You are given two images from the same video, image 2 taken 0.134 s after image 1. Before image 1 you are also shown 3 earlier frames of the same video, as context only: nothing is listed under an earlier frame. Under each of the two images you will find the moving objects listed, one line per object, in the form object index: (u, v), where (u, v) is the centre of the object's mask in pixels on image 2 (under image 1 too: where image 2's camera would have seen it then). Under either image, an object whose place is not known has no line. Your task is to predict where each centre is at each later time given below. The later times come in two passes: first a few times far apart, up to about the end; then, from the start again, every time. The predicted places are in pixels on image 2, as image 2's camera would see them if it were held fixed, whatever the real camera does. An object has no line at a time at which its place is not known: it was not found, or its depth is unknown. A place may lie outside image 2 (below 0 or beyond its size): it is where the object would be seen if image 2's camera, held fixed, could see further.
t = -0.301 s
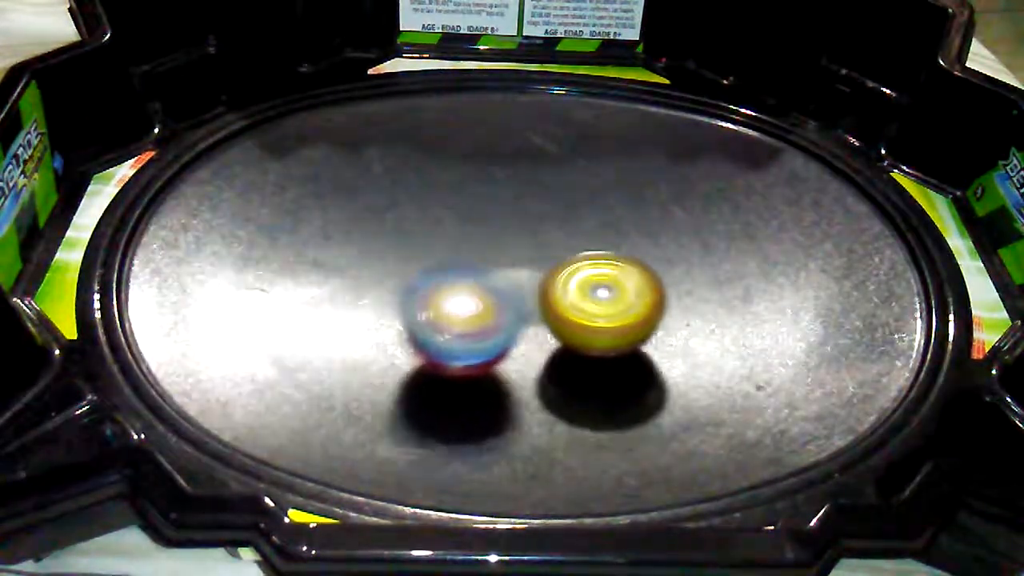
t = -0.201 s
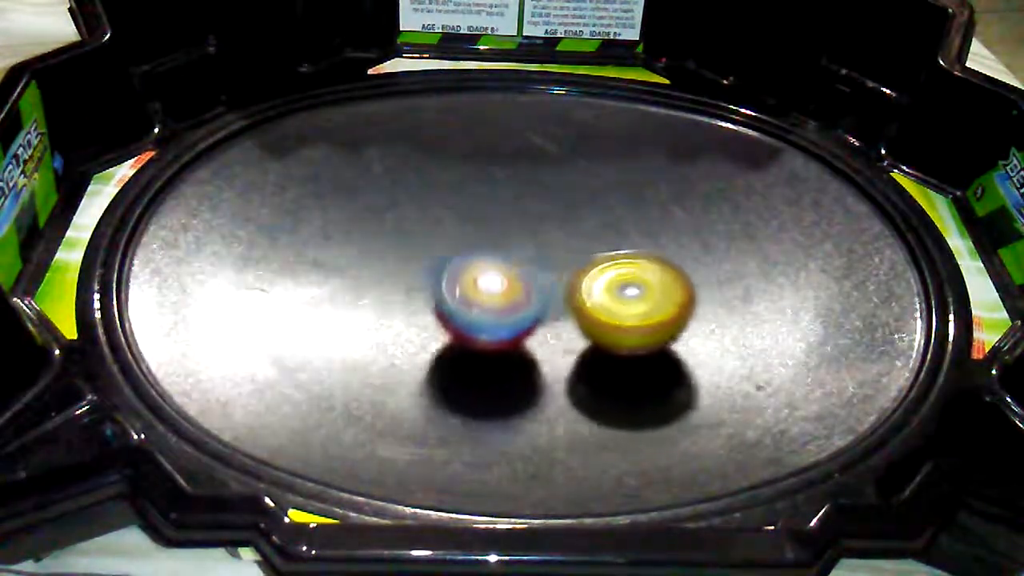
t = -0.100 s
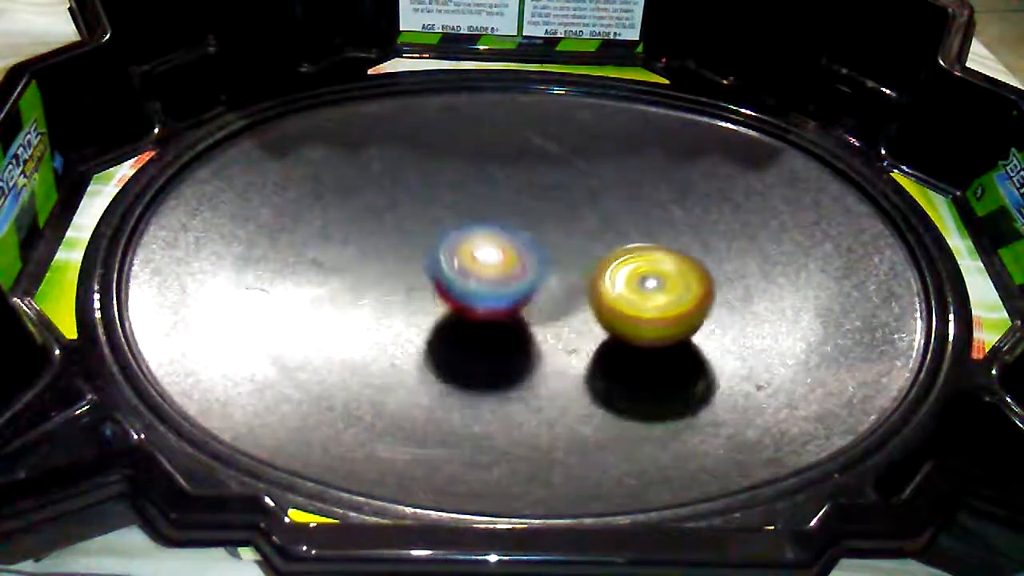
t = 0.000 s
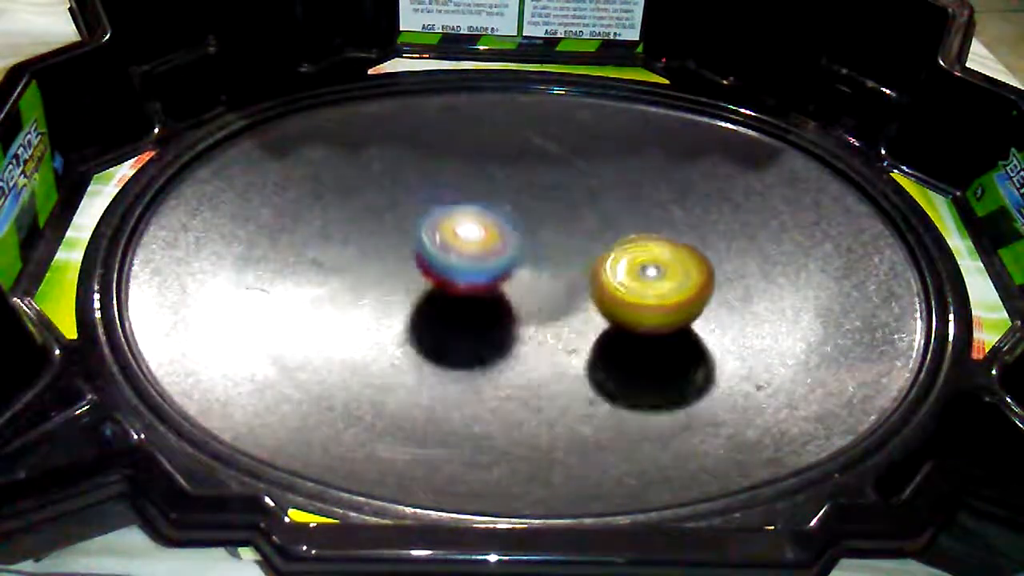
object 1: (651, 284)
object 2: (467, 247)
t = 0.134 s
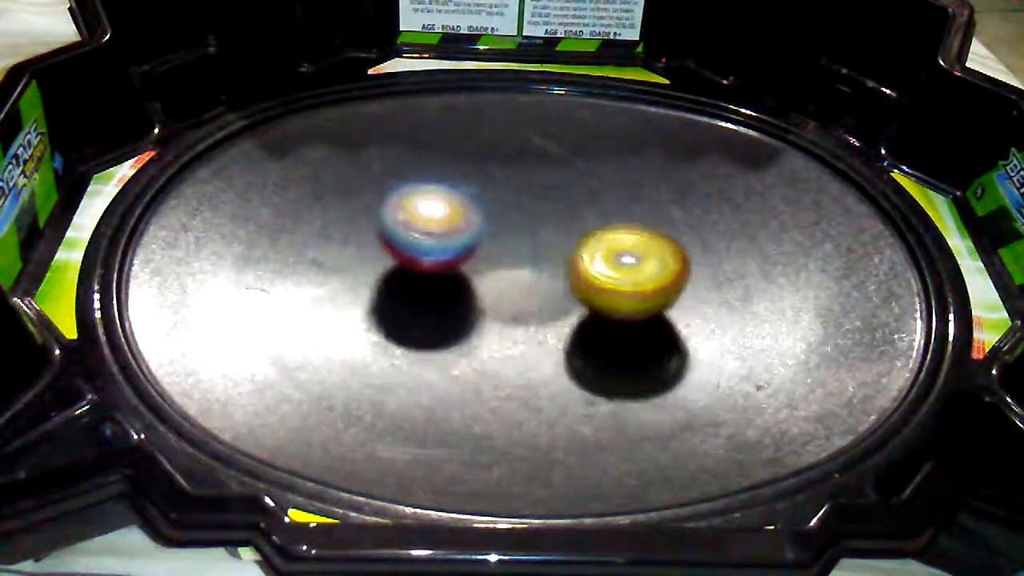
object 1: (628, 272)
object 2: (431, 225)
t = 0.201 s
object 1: (608, 267)
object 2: (408, 218)
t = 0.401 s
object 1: (540, 270)
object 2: (361, 229)
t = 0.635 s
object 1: (555, 304)
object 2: (335, 252)
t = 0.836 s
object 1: (598, 301)
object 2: (384, 266)
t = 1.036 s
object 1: (597, 284)
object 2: (436, 263)
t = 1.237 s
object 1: (604, 273)
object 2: (438, 239)
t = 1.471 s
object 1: (563, 268)
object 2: (430, 237)
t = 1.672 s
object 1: (560, 303)
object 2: (383, 216)
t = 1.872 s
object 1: (563, 309)
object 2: (372, 215)
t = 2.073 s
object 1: (556, 304)
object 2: (409, 231)
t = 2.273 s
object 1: (547, 303)
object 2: (456, 219)
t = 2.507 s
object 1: (518, 293)
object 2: (474, 204)
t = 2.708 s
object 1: (500, 307)
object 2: (481, 185)
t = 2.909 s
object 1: (485, 304)
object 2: (490, 205)
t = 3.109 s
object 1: (467, 306)
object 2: (542, 215)
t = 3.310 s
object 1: (461, 292)
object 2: (574, 234)
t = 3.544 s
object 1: (454, 266)
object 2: (587, 271)
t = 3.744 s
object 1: (441, 247)
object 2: (575, 284)
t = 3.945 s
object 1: (430, 239)
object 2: (548, 289)
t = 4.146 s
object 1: (430, 241)
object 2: (530, 305)
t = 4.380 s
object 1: (448, 244)
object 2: (526, 323)
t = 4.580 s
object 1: (477, 244)
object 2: (521, 328)
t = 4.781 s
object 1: (515, 235)
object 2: (510, 324)
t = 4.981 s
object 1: (548, 228)
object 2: (478, 310)
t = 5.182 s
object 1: (557, 231)
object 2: (454, 298)
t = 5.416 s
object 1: (571, 258)
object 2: (443, 272)
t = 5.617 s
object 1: (589, 283)
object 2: (449, 249)
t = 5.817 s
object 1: (595, 293)
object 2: (464, 236)
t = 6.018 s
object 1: (580, 298)
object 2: (481, 231)
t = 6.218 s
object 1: (552, 301)
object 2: (494, 222)
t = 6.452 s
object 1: (516, 312)
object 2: (499, 205)
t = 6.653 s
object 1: (482, 303)
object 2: (510, 215)
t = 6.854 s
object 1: (444, 294)
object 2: (539, 227)
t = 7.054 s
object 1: (421, 274)
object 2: (560, 251)
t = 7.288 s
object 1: (417, 251)
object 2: (576, 283)
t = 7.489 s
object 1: (430, 238)
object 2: (567, 298)
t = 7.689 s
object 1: (455, 234)
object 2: (541, 305)
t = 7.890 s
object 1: (486, 227)
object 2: (536, 330)
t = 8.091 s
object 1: (526, 235)
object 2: (523, 326)
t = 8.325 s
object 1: (578, 254)
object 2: (433, 319)
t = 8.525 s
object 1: (603, 273)
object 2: (378, 304)
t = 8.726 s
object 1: (608, 289)
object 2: (368, 286)
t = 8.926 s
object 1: (580, 300)
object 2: (412, 254)
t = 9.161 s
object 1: (527, 299)
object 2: (445, 214)
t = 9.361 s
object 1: (485, 292)
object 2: (469, 197)
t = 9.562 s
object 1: (453, 275)
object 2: (467, 176)
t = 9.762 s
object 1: (408, 312)
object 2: (507, 154)
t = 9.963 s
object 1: (412, 326)
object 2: (532, 161)
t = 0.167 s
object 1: (618, 269)
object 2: (419, 221)
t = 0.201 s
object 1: (608, 267)
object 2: (408, 218)
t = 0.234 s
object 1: (598, 265)
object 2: (396, 216)
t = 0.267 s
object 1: (587, 264)
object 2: (385, 217)
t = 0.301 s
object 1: (575, 264)
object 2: (375, 219)
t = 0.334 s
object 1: (563, 266)
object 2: (367, 220)
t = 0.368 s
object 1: (552, 268)
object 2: (364, 224)
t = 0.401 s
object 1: (540, 270)
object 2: (361, 229)
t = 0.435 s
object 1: (529, 273)
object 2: (361, 235)
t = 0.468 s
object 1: (517, 276)
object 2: (361, 242)
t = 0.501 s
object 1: (505, 278)
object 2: (366, 253)
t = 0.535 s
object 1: (506, 283)
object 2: (365, 257)
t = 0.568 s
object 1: (524, 292)
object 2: (348, 253)
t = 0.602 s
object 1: (541, 299)
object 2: (339, 252)
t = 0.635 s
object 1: (555, 304)
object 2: (335, 252)
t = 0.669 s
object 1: (565, 306)
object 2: (336, 252)
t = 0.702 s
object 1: (574, 307)
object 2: (343, 257)
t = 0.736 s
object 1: (582, 307)
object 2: (351, 256)
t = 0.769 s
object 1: (588, 306)
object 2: (361, 261)
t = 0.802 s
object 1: (594, 304)
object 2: (373, 264)
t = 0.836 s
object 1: (598, 301)
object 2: (384, 266)
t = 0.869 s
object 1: (601, 299)
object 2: (395, 268)
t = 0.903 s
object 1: (602, 296)
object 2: (404, 269)
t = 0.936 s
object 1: (602, 293)
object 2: (413, 268)
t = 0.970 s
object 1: (601, 290)
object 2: (421, 267)
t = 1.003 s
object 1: (600, 287)
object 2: (428, 265)
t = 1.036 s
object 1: (597, 284)
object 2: (436, 263)
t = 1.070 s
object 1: (595, 282)
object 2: (445, 261)
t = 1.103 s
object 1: (591, 279)
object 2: (454, 259)
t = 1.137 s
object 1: (590, 277)
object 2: (459, 257)
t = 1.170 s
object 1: (598, 276)
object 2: (452, 250)
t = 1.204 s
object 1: (603, 275)
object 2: (444, 244)
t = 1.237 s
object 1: (604, 273)
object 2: (438, 239)
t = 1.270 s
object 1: (603, 270)
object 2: (432, 234)
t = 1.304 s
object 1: (600, 268)
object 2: (430, 232)
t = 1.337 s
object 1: (595, 266)
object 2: (428, 229)
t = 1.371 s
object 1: (587, 265)
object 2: (428, 229)
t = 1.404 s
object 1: (580, 264)
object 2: (429, 231)
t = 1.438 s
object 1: (572, 265)
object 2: (430, 234)
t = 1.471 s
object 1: (563, 268)
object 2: (430, 237)
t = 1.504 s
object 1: (554, 271)
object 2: (429, 239)
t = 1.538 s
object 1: (550, 277)
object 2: (427, 239)
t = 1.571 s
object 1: (554, 288)
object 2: (411, 230)
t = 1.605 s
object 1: (557, 294)
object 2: (400, 224)
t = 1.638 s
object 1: (558, 299)
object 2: (390, 218)
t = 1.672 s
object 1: (560, 303)
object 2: (383, 216)
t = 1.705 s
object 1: (561, 305)
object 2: (377, 214)
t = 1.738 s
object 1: (562, 306)
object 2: (372, 213)
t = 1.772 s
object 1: (563, 308)
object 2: (370, 215)
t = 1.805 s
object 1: (563, 308)
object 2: (370, 216)
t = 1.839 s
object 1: (563, 309)
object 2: (370, 214)
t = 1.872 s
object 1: (563, 309)
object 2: (372, 215)
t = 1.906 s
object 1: (563, 309)
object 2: (375, 217)
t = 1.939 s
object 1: (562, 309)
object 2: (377, 218)
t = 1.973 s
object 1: (562, 308)
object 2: (383, 220)
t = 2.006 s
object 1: (560, 307)
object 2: (391, 224)
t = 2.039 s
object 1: (558, 306)
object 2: (399, 226)
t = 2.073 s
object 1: (556, 304)
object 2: (409, 231)
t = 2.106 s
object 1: (553, 302)
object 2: (419, 232)
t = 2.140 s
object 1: (550, 300)
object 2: (431, 233)
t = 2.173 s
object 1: (547, 298)
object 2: (441, 234)
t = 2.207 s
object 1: (546, 299)
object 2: (449, 232)
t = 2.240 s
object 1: (548, 303)
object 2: (453, 224)
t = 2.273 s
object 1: (547, 303)
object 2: (456, 219)
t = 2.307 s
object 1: (544, 303)
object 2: (459, 214)
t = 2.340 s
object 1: (540, 301)
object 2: (461, 212)
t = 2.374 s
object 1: (536, 300)
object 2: (463, 208)
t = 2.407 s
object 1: (532, 298)
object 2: (465, 208)
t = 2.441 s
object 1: (528, 295)
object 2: (467, 207)
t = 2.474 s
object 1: (522, 293)
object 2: (471, 206)
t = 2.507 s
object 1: (518, 293)
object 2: (474, 204)
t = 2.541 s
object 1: (513, 297)
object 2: (478, 198)
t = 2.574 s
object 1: (510, 300)
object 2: (479, 192)
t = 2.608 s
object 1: (507, 303)
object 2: (481, 187)
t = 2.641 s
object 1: (504, 305)
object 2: (481, 185)
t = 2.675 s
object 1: (502, 306)
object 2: (481, 184)
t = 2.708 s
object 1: (500, 307)
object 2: (481, 185)
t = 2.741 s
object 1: (498, 307)
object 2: (480, 186)
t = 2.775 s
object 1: (495, 307)
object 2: (480, 189)
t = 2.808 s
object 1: (493, 307)
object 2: (480, 192)
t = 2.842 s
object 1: (490, 306)
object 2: (483, 198)
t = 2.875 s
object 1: (487, 305)
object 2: (486, 202)
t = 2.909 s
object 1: (485, 304)
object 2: (490, 205)
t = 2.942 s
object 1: (484, 303)
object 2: (496, 209)
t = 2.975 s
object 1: (479, 305)
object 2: (505, 212)
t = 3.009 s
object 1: (474, 306)
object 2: (517, 213)
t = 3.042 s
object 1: (471, 306)
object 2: (526, 213)
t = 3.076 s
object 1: (468, 307)
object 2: (534, 213)
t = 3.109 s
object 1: (467, 306)
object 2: (542, 215)
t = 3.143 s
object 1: (465, 305)
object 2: (549, 217)
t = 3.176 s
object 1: (464, 303)
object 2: (555, 220)
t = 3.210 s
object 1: (463, 301)
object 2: (560, 223)
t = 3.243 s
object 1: (463, 298)
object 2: (565, 227)
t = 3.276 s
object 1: (462, 295)
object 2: (569, 231)
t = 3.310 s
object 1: (461, 292)
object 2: (574, 234)
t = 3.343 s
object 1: (460, 288)
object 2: (577, 238)
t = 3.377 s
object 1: (460, 284)
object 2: (580, 247)
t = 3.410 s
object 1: (459, 280)
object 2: (582, 250)
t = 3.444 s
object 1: (458, 276)
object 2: (584, 254)
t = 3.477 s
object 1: (456, 273)
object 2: (585, 259)
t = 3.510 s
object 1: (455, 270)
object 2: (586, 266)
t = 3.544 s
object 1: (454, 266)
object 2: (587, 271)
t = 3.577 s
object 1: (452, 263)
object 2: (587, 276)
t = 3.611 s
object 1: (450, 259)
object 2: (587, 275)
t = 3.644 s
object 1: (448, 255)
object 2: (584, 277)
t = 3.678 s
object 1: (446, 252)
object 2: (582, 279)
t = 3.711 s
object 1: (443, 249)
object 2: (578, 284)
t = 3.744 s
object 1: (441, 247)
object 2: (575, 284)
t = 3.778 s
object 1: (439, 244)
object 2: (571, 288)
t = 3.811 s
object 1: (437, 242)
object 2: (566, 287)
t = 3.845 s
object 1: (434, 241)
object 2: (562, 288)
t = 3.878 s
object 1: (432, 240)
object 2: (557, 289)
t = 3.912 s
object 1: (431, 240)
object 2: (552, 289)
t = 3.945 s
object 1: (430, 239)
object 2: (548, 289)
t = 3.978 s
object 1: (429, 239)
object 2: (542, 289)
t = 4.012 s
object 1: (429, 239)
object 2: (539, 291)
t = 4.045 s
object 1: (429, 240)
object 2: (535, 292)
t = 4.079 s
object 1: (429, 240)
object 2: (533, 294)
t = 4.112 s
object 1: (428, 240)
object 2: (531, 298)
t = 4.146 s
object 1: (430, 241)
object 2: (530, 305)
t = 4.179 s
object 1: (432, 242)
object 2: (528, 309)
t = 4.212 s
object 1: (435, 244)
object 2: (526, 312)
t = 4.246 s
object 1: (438, 244)
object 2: (525, 314)
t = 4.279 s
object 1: (439, 243)
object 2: (525, 318)
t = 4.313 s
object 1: (442, 243)
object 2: (526, 320)
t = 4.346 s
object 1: (445, 244)
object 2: (526, 322)
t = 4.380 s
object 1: (448, 244)
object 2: (526, 323)
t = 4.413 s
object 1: (452, 245)
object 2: (525, 324)
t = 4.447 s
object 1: (457, 246)
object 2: (524, 325)
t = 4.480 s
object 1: (462, 246)
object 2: (524, 324)
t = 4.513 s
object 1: (466, 245)
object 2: (522, 325)
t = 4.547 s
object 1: (471, 244)
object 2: (523, 327)
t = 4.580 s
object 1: (477, 244)
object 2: (521, 328)
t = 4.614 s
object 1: (483, 242)
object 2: (520, 329)
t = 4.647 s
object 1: (489, 240)
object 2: (517, 328)
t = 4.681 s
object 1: (496, 239)
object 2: (515, 326)
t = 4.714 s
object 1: (502, 237)
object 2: (513, 325)
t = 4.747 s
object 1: (509, 236)
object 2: (512, 324)
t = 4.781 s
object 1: (515, 235)
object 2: (510, 324)
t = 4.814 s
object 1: (522, 233)
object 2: (509, 321)
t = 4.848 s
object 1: (528, 232)
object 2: (503, 318)
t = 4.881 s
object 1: (534, 232)
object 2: (499, 315)
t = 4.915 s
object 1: (539, 230)
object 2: (492, 311)
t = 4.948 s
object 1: (544, 229)
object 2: (484, 311)
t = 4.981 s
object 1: (548, 228)
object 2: (478, 310)
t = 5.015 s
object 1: (550, 228)
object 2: (471, 308)
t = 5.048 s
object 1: (553, 228)
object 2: (466, 307)
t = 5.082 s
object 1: (554, 227)
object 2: (463, 305)
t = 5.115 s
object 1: (555, 228)
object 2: (460, 303)
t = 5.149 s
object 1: (556, 229)
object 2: (456, 301)
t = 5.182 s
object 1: (557, 231)
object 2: (454, 298)
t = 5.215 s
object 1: (558, 233)
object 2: (451, 294)
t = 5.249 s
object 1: (558, 236)
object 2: (449, 291)
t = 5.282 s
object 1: (559, 239)
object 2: (447, 288)
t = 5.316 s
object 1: (561, 243)
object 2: (447, 284)
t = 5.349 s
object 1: (566, 248)
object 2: (443, 282)
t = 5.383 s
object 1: (569, 253)
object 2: (443, 277)
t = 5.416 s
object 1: (571, 258)
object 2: (443, 272)
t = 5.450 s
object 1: (574, 264)
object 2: (443, 268)
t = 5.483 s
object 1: (576, 270)
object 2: (443, 264)
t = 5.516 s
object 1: (579, 275)
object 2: (445, 259)
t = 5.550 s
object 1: (582, 278)
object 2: (446, 255)
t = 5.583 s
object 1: (586, 280)
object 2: (447, 251)
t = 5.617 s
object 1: (589, 283)
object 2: (449, 249)
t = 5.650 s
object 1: (592, 285)
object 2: (451, 246)
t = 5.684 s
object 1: (594, 288)
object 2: (453, 243)
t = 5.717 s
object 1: (595, 290)
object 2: (455, 241)
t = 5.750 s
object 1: (596, 291)
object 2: (458, 238)
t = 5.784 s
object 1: (596, 292)
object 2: (461, 237)
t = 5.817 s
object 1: (595, 293)
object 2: (464, 236)
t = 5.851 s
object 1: (593, 294)
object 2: (468, 236)
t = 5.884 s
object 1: (591, 294)
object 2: (472, 237)
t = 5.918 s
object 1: (588, 294)
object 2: (476, 238)
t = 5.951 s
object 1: (584, 295)
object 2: (480, 238)
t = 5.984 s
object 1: (581, 296)
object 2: (481, 236)
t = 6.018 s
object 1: (580, 298)
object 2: (481, 231)
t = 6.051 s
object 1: (576, 300)
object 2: (482, 227)
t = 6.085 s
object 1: (573, 301)
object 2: (484, 225)
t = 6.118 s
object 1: (568, 301)
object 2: (486, 224)
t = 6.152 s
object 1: (563, 301)
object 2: (489, 224)
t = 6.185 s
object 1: (558, 301)
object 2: (491, 223)
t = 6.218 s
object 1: (552, 301)
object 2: (494, 222)
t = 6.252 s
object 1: (547, 302)
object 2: (497, 220)
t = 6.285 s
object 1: (542, 307)
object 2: (498, 212)
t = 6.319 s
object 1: (537, 309)
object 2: (499, 209)
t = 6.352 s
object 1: (532, 310)
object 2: (499, 206)
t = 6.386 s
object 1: (527, 311)
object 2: (499, 205)
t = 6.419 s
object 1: (522, 311)
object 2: (499, 205)
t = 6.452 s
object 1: (516, 312)
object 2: (499, 205)
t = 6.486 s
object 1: (511, 311)
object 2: (499, 205)
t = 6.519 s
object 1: (506, 310)
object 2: (501, 206)
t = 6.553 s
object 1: (500, 309)
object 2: (503, 208)
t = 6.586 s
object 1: (494, 307)
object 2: (505, 211)
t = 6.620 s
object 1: (489, 305)
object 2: (507, 213)
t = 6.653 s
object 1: (482, 303)
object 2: (510, 215)
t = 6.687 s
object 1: (474, 304)
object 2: (515, 216)
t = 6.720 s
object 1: (466, 303)
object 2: (522, 218)
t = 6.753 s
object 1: (460, 301)
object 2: (526, 219)
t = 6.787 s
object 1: (454, 299)
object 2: (530, 221)
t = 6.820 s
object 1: (449, 297)
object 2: (535, 225)
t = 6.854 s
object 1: (444, 294)
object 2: (539, 227)
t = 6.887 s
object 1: (438, 292)
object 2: (541, 229)
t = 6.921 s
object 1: (434, 288)
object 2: (545, 233)
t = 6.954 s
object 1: (430, 285)
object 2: (548, 237)
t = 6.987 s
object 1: (426, 281)
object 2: (553, 242)
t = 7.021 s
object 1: (424, 278)
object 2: (557, 247)
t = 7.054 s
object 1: (421, 274)
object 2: (560, 251)
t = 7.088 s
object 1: (419, 271)
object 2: (563, 257)
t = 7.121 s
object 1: (418, 267)
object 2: (569, 262)
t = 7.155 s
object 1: (417, 263)
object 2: (572, 267)
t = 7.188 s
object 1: (416, 260)
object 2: (574, 271)
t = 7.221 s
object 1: (416, 257)
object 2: (574, 277)
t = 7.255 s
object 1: (416, 253)
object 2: (575, 281)
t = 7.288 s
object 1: (417, 251)
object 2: (576, 283)
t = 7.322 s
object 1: (418, 248)
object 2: (576, 287)
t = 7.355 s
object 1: (419, 245)
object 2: (576, 290)
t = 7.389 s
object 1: (421, 243)
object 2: (574, 292)
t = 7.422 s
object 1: (424, 241)
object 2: (573, 293)
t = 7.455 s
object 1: (426, 240)
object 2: (571, 295)
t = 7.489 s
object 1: (430, 238)
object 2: (567, 298)
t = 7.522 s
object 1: (433, 237)
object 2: (563, 301)
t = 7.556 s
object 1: (438, 236)
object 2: (560, 301)
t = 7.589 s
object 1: (442, 236)
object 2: (558, 300)
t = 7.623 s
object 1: (447, 236)
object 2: (551, 302)
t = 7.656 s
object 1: (451, 236)
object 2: (544, 301)
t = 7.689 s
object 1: (455, 234)
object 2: (541, 305)
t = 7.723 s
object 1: (459, 229)
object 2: (540, 311)
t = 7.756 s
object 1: (463, 227)
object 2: (541, 318)
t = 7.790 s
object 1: (468, 227)
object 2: (538, 326)
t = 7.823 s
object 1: (474, 226)
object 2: (538, 328)
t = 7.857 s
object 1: (480, 227)
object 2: (538, 329)
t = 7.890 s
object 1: (486, 227)
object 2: (536, 330)
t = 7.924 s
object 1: (492, 228)
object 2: (535, 331)
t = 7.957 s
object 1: (498, 229)
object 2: (532, 330)
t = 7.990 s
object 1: (505, 231)
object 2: (529, 330)
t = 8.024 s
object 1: (511, 233)
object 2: (528, 328)
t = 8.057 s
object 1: (518, 234)
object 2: (525, 327)
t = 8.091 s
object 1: (526, 235)
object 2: (523, 326)
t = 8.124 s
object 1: (534, 236)
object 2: (520, 326)
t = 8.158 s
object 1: (542, 238)
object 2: (505, 324)
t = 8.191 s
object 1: (551, 241)
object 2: (492, 324)
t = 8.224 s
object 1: (559, 244)
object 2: (477, 320)
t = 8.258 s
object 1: (566, 247)
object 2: (460, 322)
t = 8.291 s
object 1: (572, 251)
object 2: (444, 320)
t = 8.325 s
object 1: (578, 254)
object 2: (433, 319)
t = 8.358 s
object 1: (583, 258)
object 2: (422, 317)
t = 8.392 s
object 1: (588, 262)
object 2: (410, 314)
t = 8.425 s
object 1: (592, 265)
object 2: (401, 311)
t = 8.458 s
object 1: (596, 268)
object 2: (391, 310)
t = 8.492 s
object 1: (600, 271)
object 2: (385, 307)
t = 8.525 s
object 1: (603, 273)
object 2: (378, 304)
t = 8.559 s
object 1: (606, 275)
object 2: (371, 302)
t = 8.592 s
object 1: (607, 278)
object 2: (366, 301)
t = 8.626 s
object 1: (609, 281)
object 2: (364, 299)
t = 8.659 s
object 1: (610, 283)
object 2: (363, 296)
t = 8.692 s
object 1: (610, 286)
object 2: (366, 291)
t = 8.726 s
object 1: (608, 289)
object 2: (368, 286)
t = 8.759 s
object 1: (606, 291)
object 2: (374, 282)
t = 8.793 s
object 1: (602, 293)
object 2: (382, 277)
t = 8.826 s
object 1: (597, 296)
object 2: (390, 274)
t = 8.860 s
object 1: (591, 298)
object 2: (397, 267)
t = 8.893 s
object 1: (586, 299)
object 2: (405, 260)
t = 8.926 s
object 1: (580, 300)
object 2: (412, 254)
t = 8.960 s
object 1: (573, 301)
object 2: (419, 245)
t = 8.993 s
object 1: (566, 302)
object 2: (426, 238)
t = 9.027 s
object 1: (558, 301)
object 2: (432, 232)
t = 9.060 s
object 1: (551, 302)
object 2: (436, 227)
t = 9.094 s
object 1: (544, 301)
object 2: (439, 222)
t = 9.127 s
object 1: (536, 301)
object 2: (444, 217)
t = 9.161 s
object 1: (527, 299)
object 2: (445, 214)
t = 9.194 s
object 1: (520, 297)
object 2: (447, 212)
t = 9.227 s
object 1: (513, 295)
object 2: (450, 212)
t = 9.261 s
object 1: (505, 293)
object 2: (455, 208)
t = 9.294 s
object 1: (499, 293)
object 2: (461, 209)
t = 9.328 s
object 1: (492, 294)
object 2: (466, 201)
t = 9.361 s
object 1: (485, 292)
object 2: (469, 197)
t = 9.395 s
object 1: (479, 291)
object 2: (470, 190)
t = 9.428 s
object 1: (472, 288)
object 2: (470, 185)
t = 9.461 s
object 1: (467, 285)
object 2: (470, 181)
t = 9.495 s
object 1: (462, 281)
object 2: (469, 175)
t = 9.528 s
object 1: (457, 278)
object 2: (468, 174)
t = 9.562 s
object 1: (453, 275)
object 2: (467, 176)
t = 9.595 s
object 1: (450, 271)
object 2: (467, 178)
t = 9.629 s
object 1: (446, 270)
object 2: (470, 182)
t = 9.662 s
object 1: (432, 282)
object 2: (480, 175)
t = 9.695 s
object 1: (421, 296)
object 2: (490, 165)
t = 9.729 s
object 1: (413, 306)
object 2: (499, 159)
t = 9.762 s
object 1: (408, 312)
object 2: (507, 154)
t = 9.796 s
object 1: (407, 316)
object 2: (513, 149)
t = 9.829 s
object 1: (407, 319)
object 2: (518, 146)
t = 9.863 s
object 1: (407, 321)
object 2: (522, 146)
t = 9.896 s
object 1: (408, 323)
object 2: (525, 149)
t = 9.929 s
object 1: (410, 325)
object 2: (527, 153)
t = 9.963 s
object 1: (412, 326)
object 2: (532, 161)
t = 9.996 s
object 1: (416, 325)
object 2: (536, 171)
